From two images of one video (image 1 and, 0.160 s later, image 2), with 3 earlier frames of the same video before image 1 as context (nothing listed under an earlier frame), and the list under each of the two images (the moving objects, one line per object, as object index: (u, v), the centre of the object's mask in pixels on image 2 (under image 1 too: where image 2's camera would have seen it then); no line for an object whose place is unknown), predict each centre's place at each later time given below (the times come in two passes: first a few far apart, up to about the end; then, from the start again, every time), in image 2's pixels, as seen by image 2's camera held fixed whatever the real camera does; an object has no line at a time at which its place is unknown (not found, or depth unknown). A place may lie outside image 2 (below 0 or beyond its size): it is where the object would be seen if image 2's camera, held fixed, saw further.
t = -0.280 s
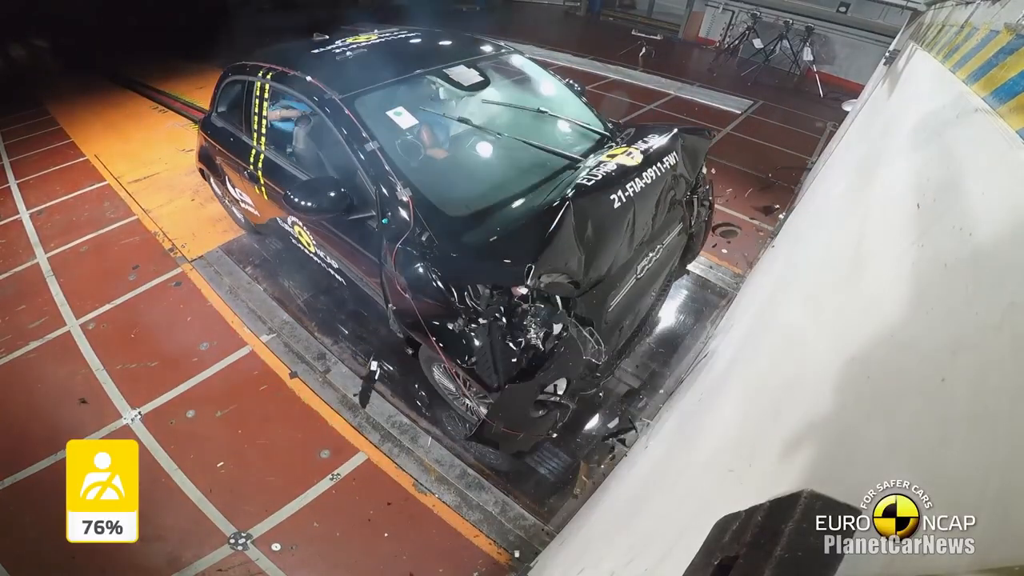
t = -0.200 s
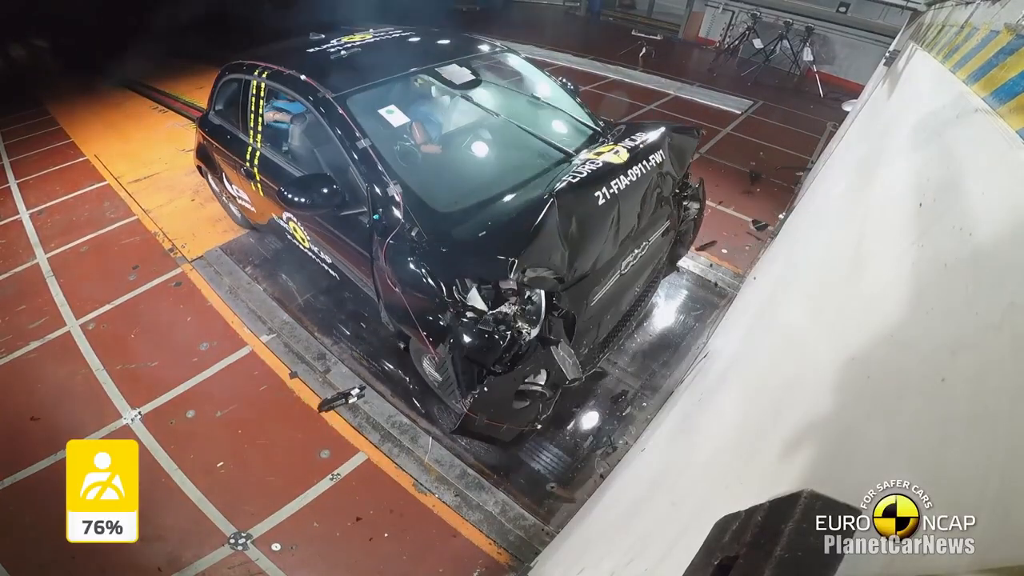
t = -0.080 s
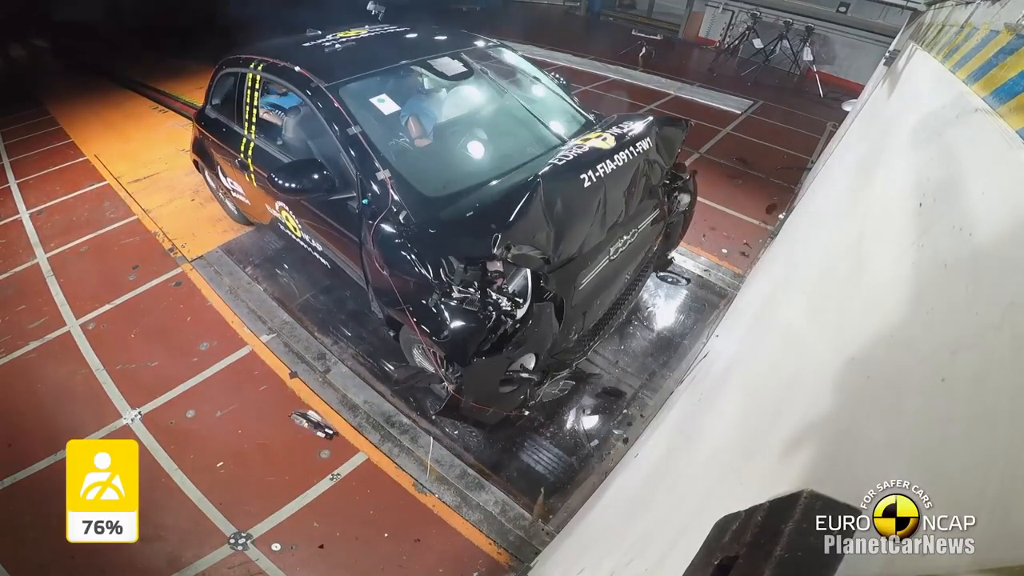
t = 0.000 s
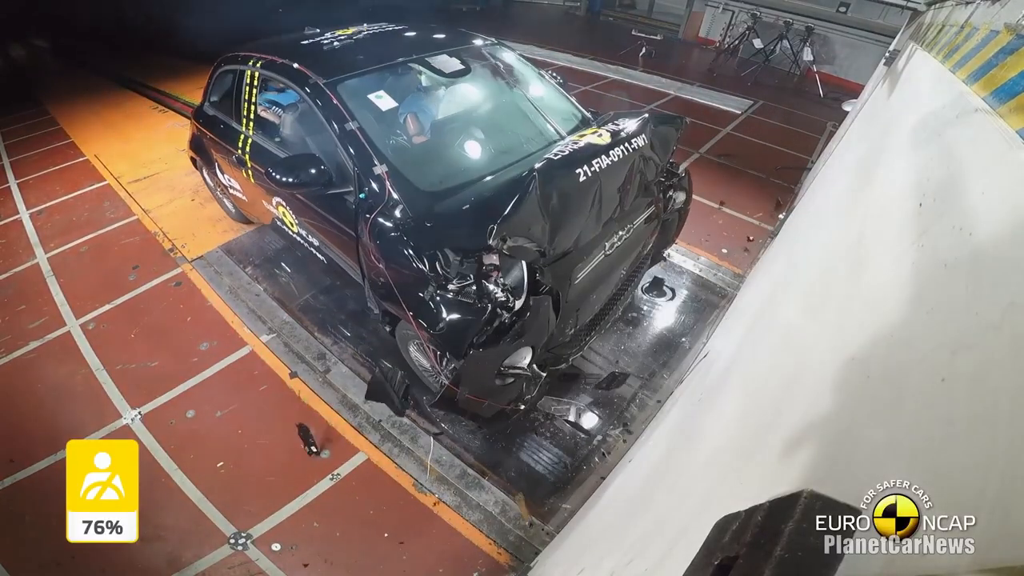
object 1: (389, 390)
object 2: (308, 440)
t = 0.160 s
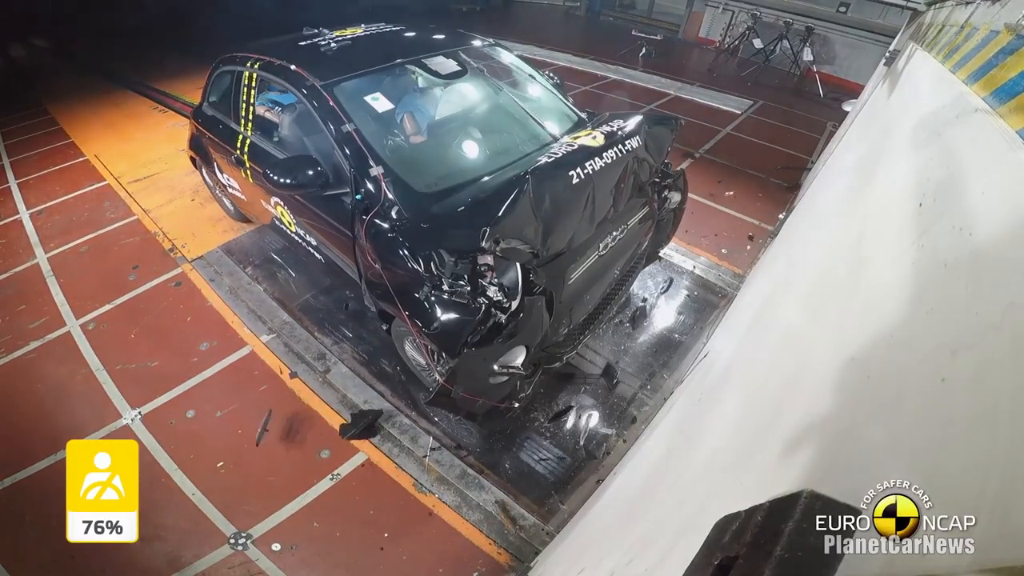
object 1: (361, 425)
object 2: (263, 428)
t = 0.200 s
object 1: (354, 424)
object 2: (250, 426)
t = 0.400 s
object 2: (220, 417)
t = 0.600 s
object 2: (211, 417)
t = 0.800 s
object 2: (209, 416)
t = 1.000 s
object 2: (209, 416)
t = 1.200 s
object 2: (209, 416)
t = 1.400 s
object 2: (209, 416)
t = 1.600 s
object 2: (209, 416)
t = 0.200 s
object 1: (354, 424)
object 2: (250, 426)
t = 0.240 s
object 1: (354, 422)
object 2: (246, 426)
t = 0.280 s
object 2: (248, 424)
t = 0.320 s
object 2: (231, 422)
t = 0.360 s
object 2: (229, 416)
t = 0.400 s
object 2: (220, 417)
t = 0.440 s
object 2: (216, 419)
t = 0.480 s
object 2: (214, 419)
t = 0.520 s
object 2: (213, 417)
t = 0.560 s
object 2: (210, 417)
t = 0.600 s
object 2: (211, 417)
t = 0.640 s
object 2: (209, 416)
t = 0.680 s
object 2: (209, 416)
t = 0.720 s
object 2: (209, 416)
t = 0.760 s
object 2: (209, 416)
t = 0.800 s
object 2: (209, 416)
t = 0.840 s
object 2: (209, 416)
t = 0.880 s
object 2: (209, 416)
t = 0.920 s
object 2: (209, 416)
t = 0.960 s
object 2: (209, 416)
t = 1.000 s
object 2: (209, 416)
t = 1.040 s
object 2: (209, 416)
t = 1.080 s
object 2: (209, 416)
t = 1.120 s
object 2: (209, 416)
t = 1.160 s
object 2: (209, 416)
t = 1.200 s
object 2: (209, 416)
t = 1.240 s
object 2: (209, 416)
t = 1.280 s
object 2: (209, 416)
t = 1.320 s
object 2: (209, 416)
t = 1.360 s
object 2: (209, 416)
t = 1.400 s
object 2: (209, 416)
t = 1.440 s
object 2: (209, 416)
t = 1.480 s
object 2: (209, 416)
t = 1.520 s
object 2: (209, 416)
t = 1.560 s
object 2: (209, 416)
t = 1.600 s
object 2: (209, 416)
